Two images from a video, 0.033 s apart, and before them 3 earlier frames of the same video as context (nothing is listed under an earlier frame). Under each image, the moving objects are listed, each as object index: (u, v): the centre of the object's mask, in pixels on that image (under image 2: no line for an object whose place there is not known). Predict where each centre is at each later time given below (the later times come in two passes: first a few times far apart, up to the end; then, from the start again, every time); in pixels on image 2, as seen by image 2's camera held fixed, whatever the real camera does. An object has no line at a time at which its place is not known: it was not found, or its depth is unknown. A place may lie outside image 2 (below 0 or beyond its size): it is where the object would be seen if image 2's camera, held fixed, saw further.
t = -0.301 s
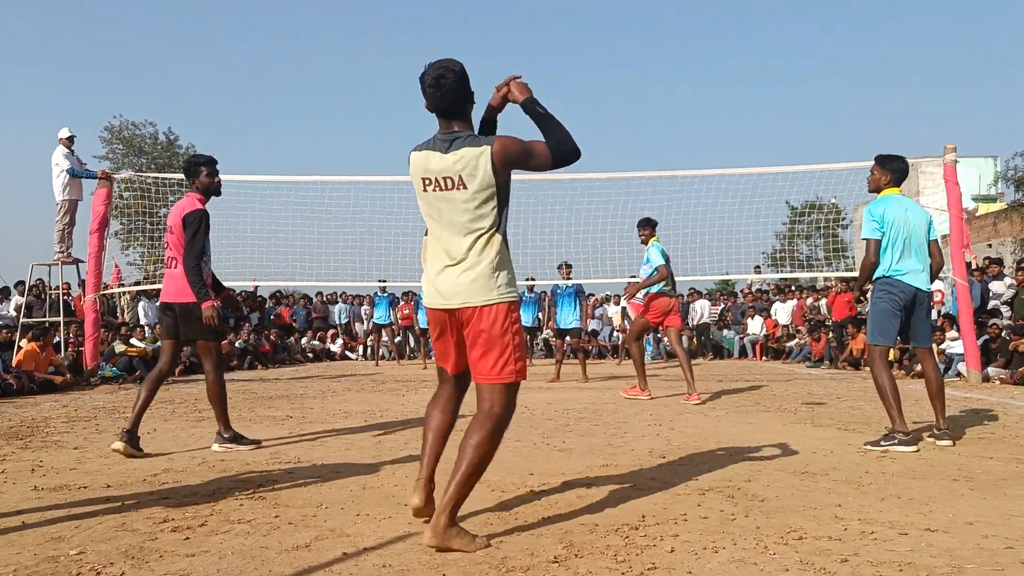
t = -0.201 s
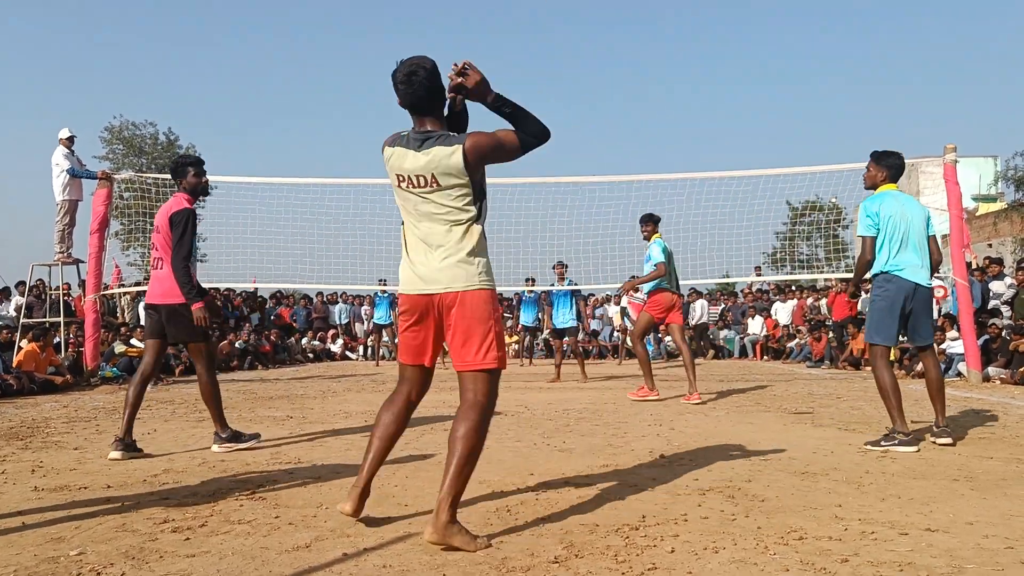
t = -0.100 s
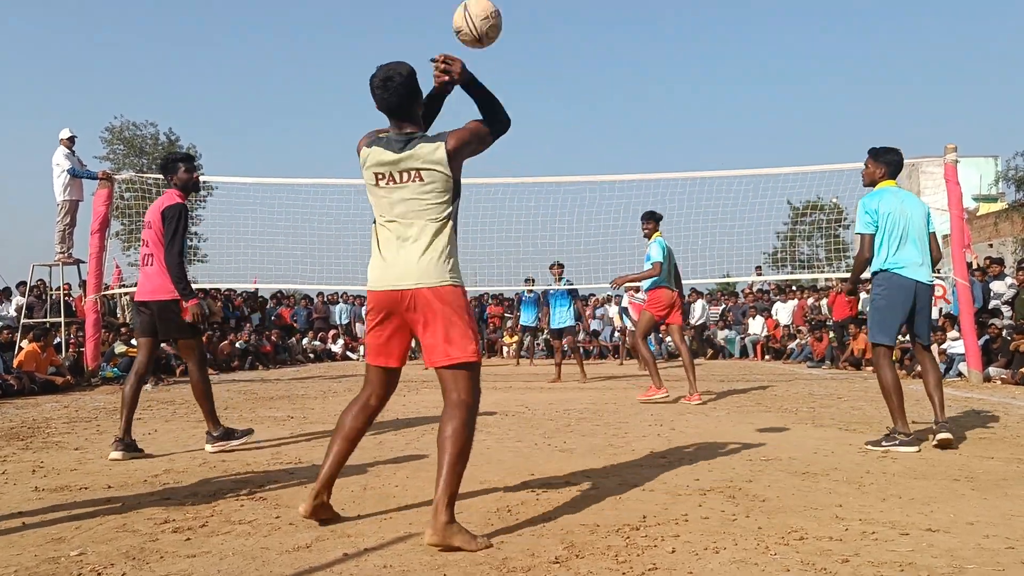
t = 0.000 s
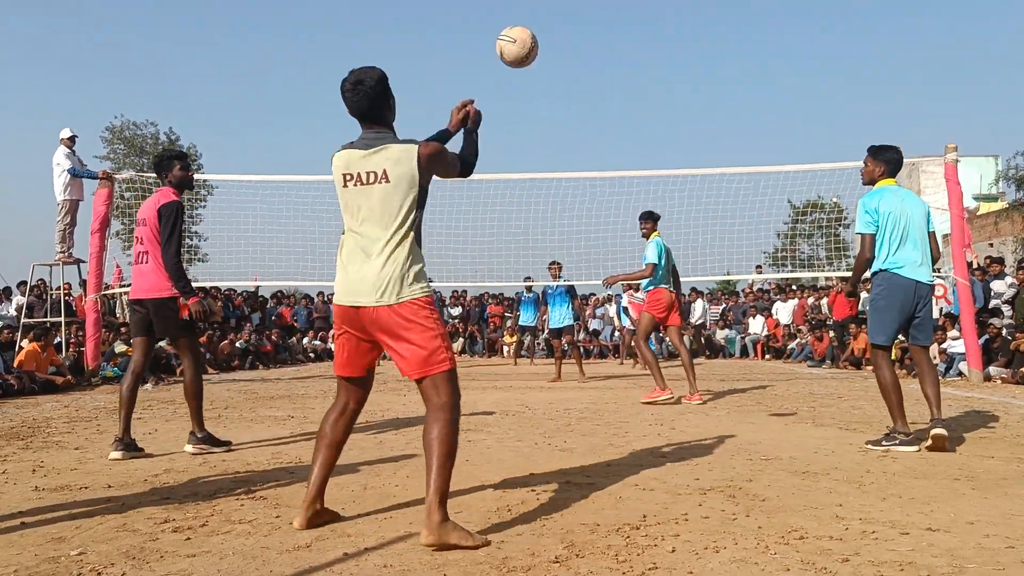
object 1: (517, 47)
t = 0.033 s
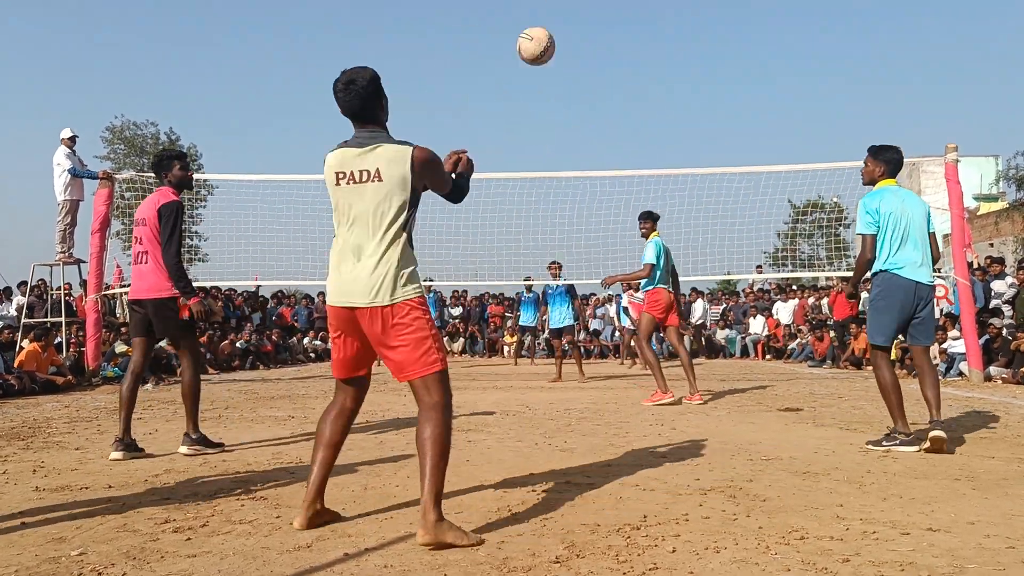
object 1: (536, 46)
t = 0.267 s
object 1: (604, 79)
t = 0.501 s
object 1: (631, 143)
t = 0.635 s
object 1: (641, 183)
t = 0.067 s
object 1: (551, 47)
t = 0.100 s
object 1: (564, 50)
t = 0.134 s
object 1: (575, 54)
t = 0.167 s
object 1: (584, 59)
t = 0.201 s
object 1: (592, 65)
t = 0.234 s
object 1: (598, 72)
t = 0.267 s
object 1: (604, 79)
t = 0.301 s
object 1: (610, 87)
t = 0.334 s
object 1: (614, 96)
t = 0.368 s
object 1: (618, 105)
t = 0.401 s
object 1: (622, 114)
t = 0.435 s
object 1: (626, 124)
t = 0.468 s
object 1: (629, 133)
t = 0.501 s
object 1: (631, 143)
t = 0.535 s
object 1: (634, 153)
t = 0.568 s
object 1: (636, 163)
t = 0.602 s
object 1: (639, 173)
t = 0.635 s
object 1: (641, 183)
